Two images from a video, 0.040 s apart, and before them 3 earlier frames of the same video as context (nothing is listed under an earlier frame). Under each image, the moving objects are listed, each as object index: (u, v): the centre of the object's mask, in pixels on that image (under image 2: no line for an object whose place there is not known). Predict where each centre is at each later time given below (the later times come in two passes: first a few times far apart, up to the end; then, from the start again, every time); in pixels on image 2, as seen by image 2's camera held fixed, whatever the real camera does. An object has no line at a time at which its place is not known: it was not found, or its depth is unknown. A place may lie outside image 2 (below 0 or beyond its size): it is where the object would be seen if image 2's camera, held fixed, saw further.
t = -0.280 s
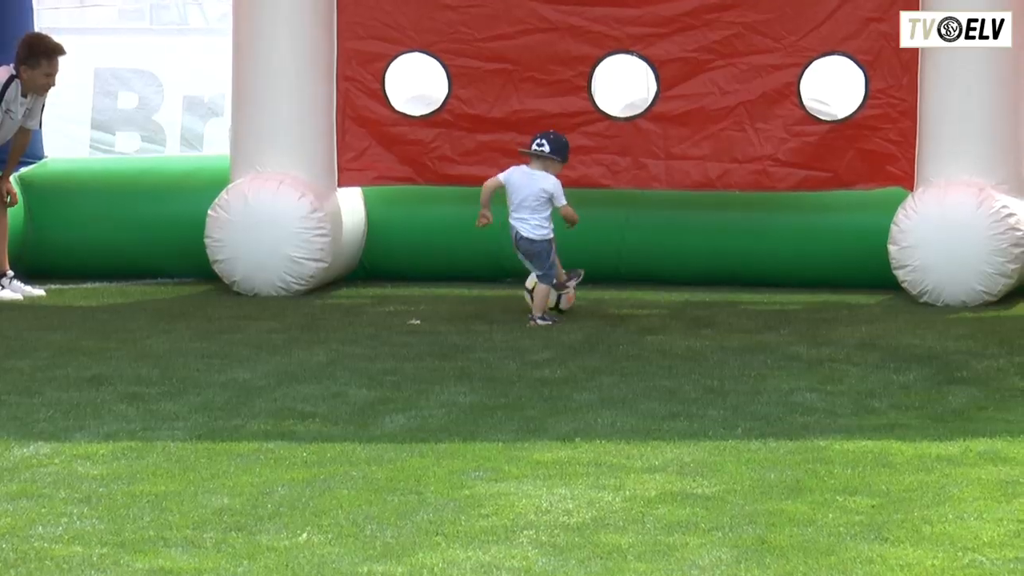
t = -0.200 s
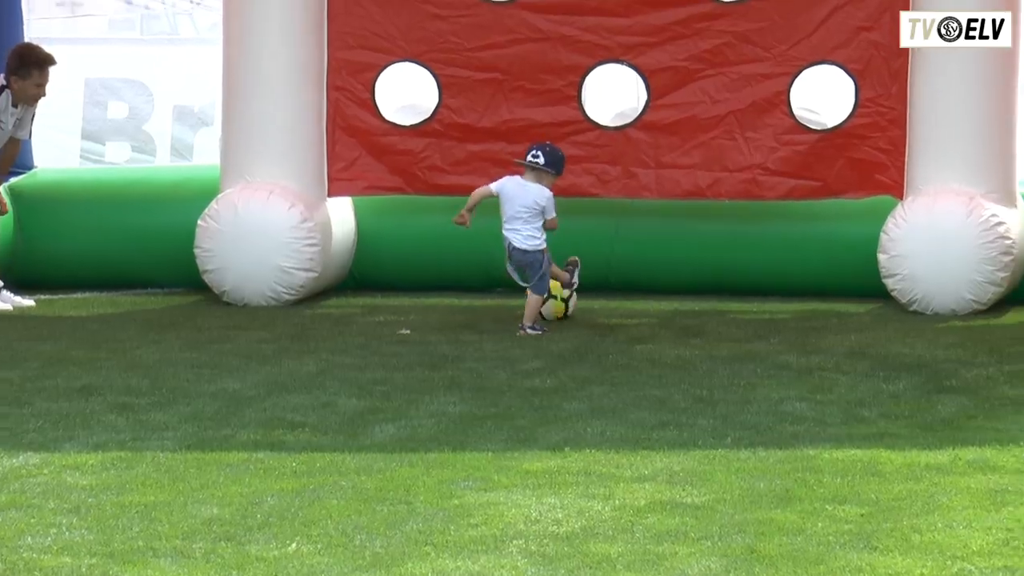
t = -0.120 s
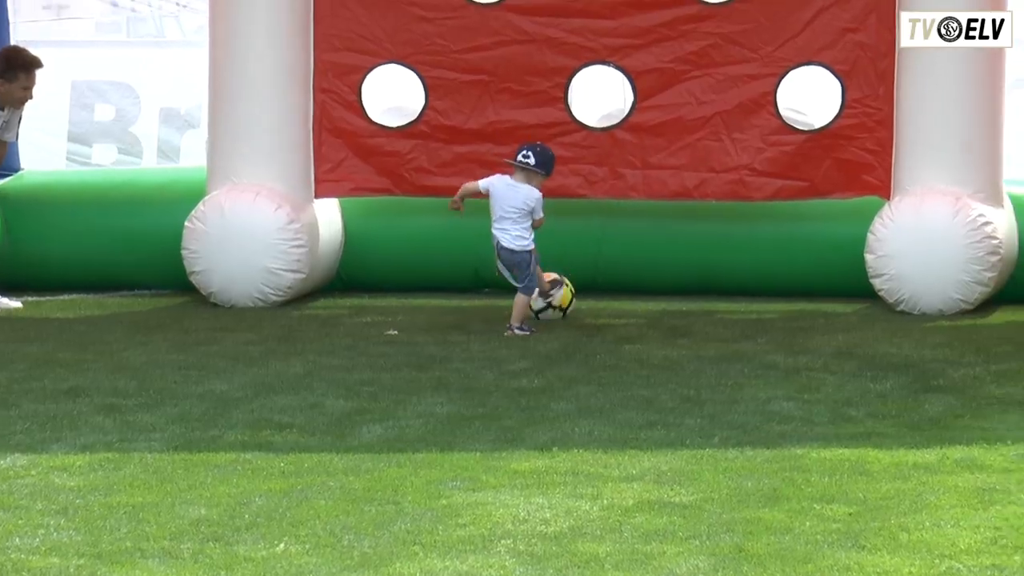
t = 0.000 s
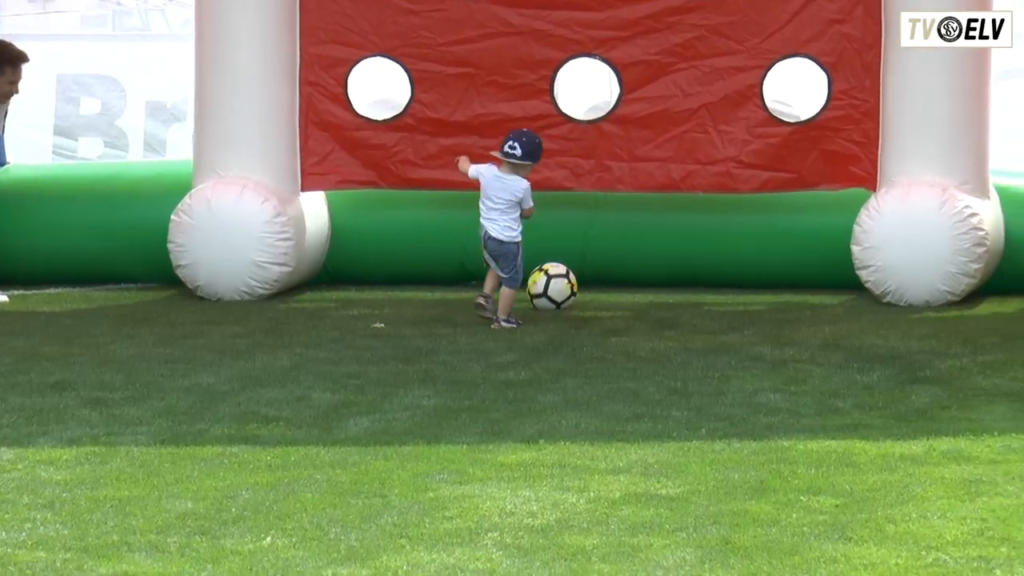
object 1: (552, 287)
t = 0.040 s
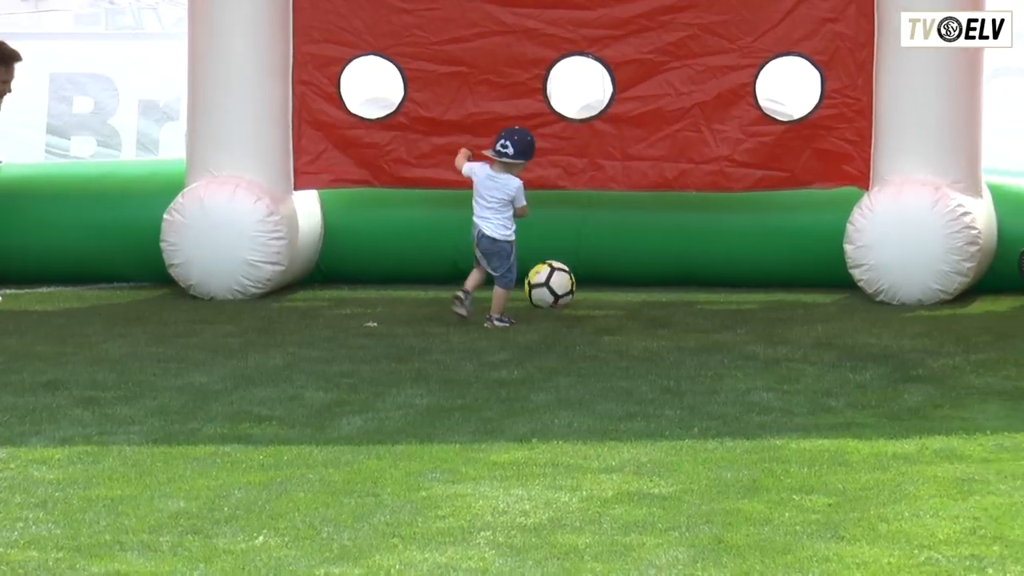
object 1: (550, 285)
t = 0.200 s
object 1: (569, 281)
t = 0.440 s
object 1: (594, 278)
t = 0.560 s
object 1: (605, 277)
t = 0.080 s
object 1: (555, 284)
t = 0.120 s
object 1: (559, 284)
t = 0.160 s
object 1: (564, 282)
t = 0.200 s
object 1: (569, 281)
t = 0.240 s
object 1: (573, 281)
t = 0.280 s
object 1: (577, 281)
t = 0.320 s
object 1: (582, 279)
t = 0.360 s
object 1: (586, 278)
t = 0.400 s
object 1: (590, 279)
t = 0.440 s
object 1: (594, 278)
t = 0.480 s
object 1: (597, 278)
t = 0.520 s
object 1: (601, 278)
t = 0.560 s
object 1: (605, 277)
